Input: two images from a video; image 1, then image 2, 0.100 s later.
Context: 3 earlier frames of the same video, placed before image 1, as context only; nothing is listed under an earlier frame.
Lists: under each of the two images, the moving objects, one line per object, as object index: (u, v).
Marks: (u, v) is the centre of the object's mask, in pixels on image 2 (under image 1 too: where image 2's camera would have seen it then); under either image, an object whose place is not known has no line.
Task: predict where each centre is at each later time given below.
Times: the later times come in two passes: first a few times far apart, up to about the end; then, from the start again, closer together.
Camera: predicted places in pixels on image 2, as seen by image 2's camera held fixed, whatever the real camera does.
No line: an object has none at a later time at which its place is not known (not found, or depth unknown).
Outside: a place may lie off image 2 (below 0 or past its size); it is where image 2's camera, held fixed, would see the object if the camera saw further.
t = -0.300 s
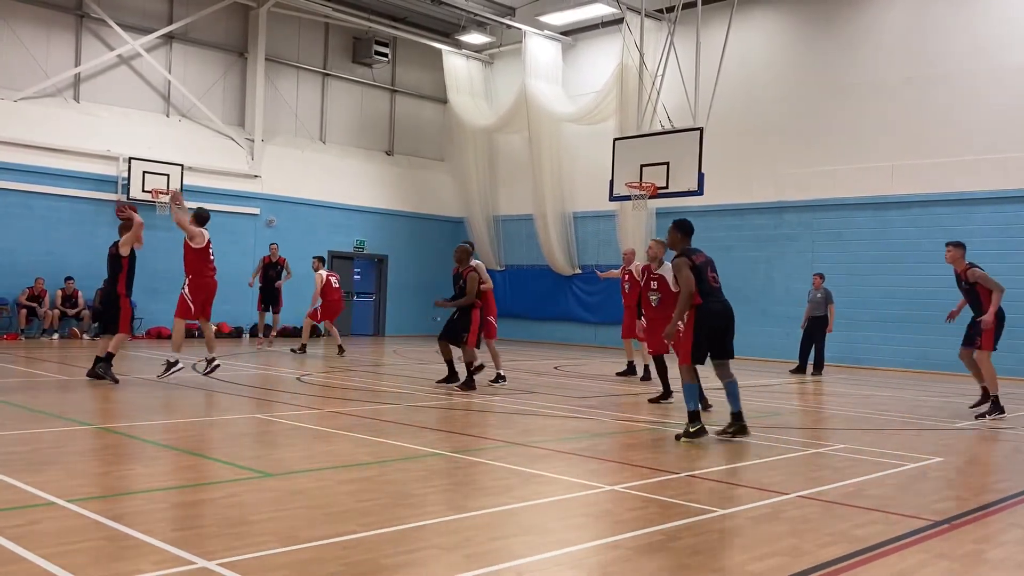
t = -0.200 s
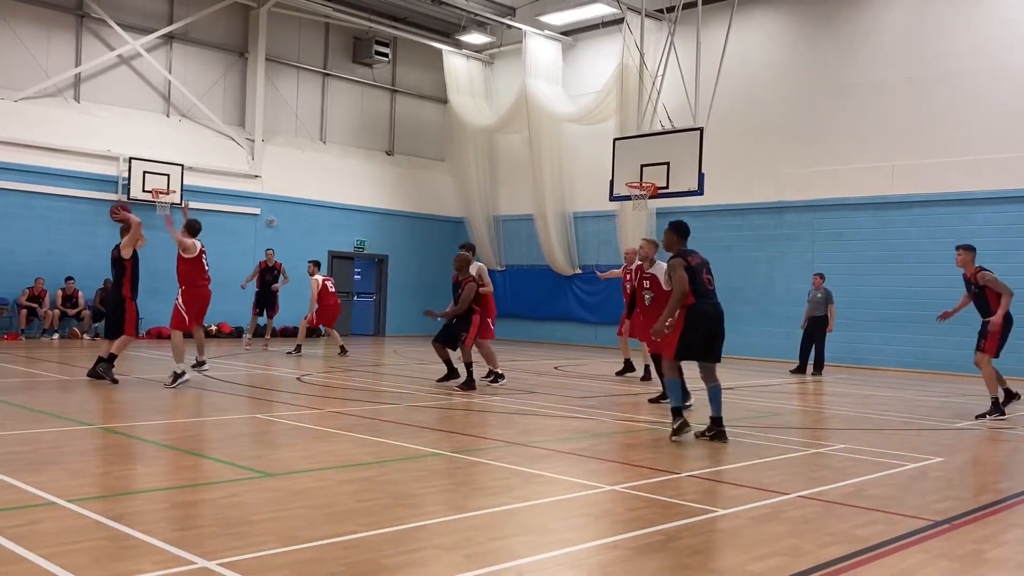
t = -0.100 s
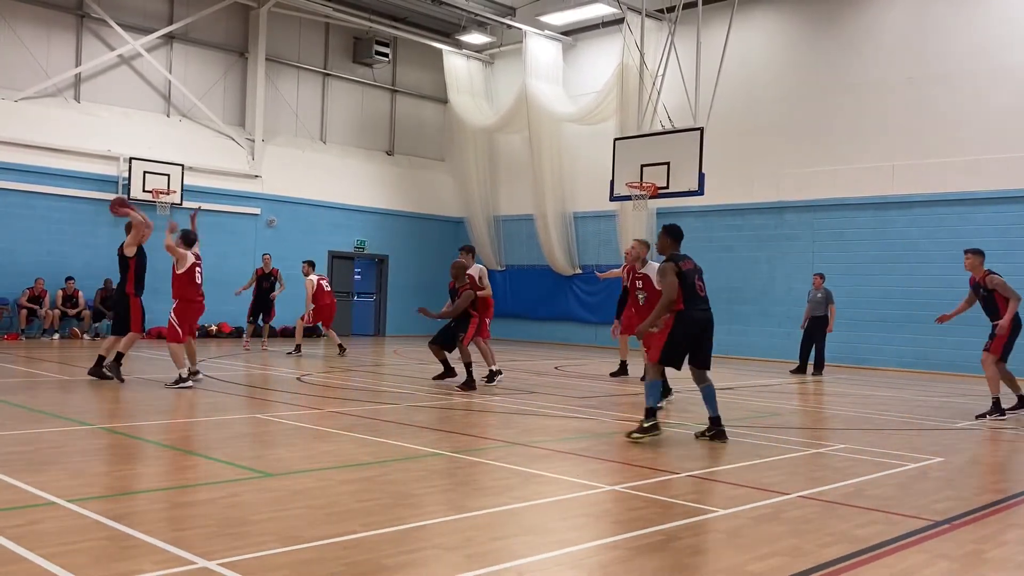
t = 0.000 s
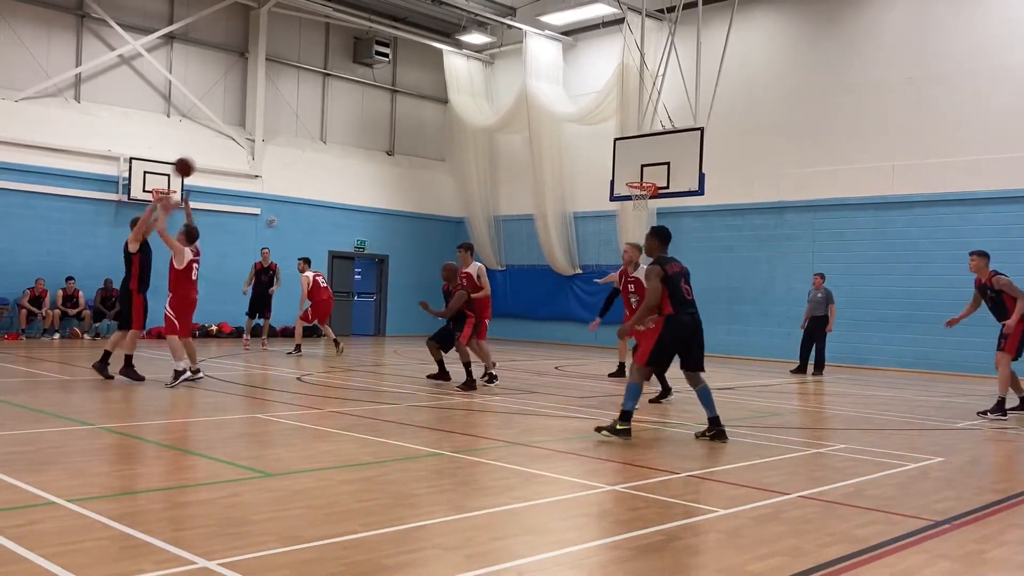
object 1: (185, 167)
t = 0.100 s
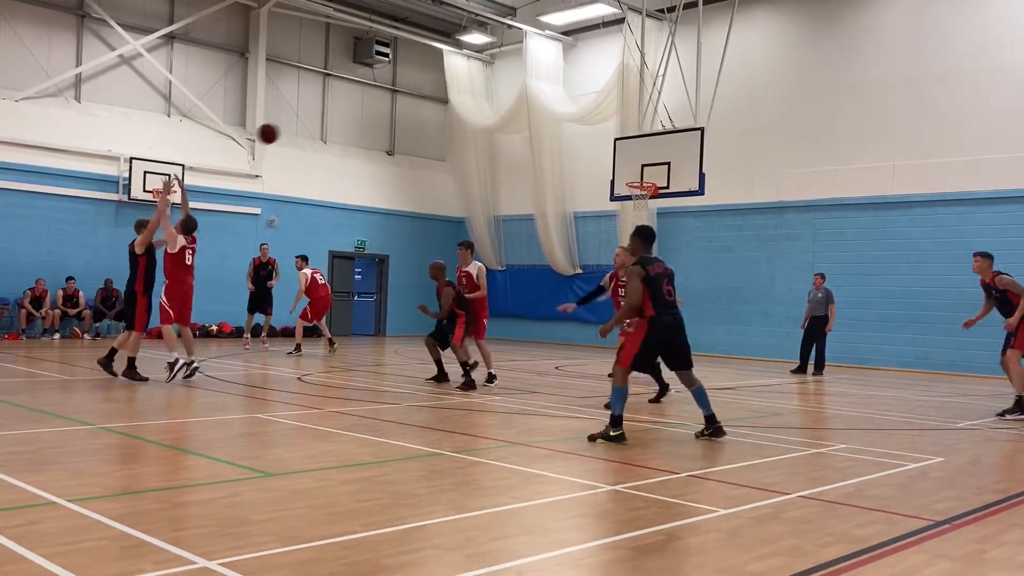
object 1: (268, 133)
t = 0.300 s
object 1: (430, 95)
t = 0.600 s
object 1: (656, 98)
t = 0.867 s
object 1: (846, 158)
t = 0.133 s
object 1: (295, 124)
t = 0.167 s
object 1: (323, 116)
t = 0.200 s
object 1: (350, 109)
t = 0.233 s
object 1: (377, 104)
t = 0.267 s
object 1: (404, 99)
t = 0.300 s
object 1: (430, 95)
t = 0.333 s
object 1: (456, 92)
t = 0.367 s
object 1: (482, 90)
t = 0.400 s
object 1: (507, 88)
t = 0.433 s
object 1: (532, 88)
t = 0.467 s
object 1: (557, 89)
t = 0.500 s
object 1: (582, 90)
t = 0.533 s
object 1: (608, 92)
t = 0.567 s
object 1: (632, 95)
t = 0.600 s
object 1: (656, 98)
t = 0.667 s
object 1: (705, 108)
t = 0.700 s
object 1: (728, 114)
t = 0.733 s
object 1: (752, 121)
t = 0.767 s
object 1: (776, 129)
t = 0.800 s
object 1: (799, 138)
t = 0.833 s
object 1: (823, 147)
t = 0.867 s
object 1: (846, 158)
